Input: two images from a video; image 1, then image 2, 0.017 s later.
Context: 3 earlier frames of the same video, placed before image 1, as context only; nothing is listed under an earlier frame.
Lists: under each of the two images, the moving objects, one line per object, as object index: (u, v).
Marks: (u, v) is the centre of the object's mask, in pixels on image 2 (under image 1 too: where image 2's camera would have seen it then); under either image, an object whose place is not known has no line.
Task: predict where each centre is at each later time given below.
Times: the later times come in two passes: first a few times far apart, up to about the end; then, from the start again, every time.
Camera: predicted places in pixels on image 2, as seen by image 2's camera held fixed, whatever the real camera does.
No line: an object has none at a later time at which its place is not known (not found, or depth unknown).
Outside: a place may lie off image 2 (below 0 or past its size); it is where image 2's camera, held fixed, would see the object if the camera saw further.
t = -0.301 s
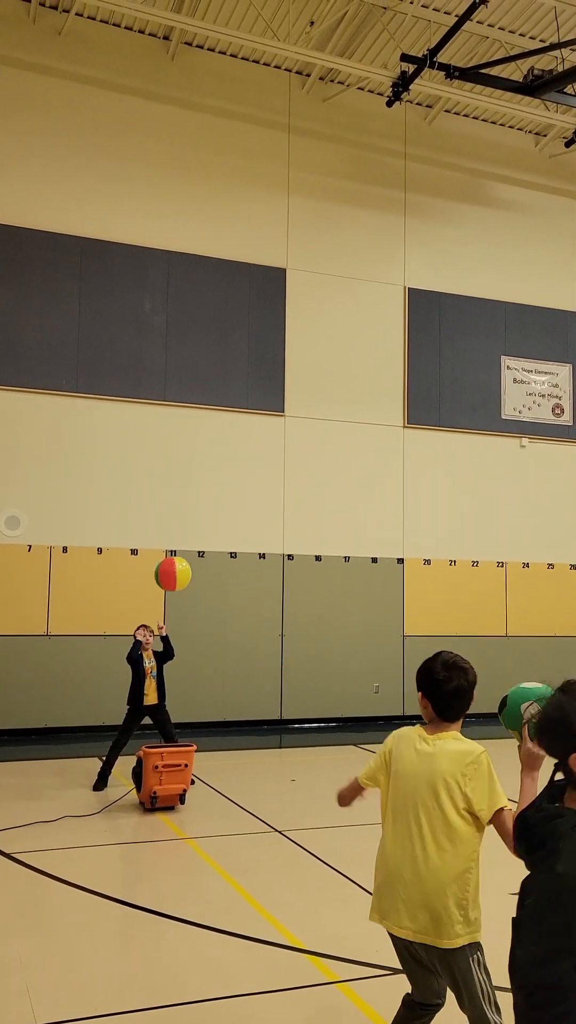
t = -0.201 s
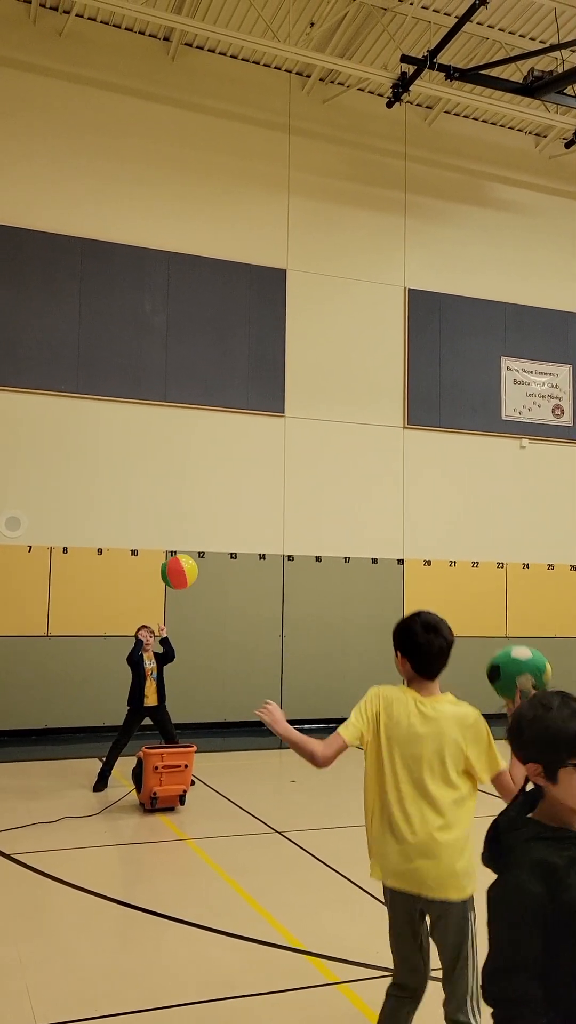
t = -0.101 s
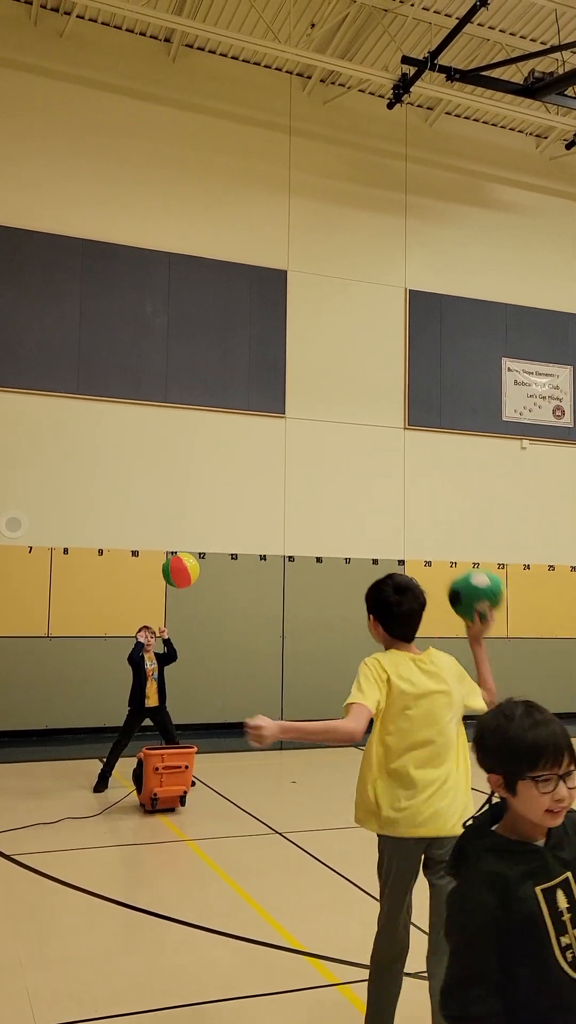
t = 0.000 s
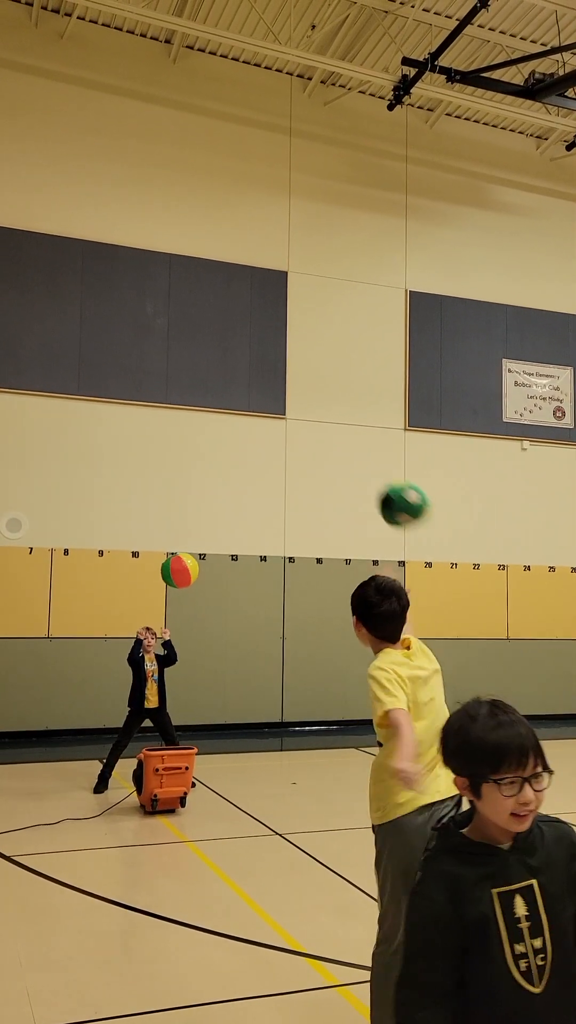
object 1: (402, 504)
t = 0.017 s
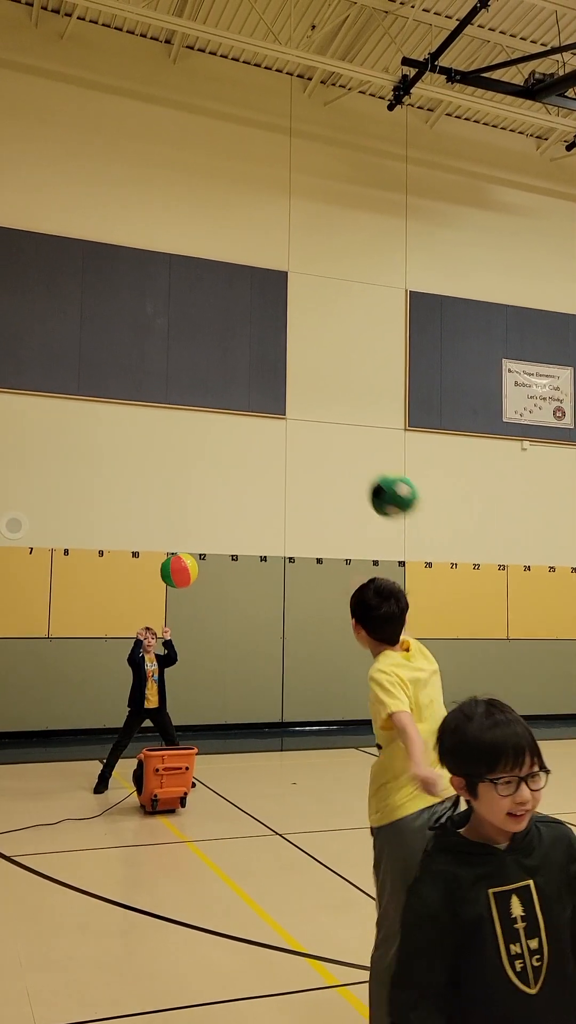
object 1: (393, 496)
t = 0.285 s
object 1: (286, 461)
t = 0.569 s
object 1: (223, 546)
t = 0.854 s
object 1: (176, 684)
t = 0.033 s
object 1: (384, 487)
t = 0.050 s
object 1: (375, 481)
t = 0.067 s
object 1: (366, 476)
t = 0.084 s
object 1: (358, 470)
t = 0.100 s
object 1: (350, 466)
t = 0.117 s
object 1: (343, 463)
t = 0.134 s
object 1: (336, 460)
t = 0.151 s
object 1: (330, 458)
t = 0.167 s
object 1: (324, 457)
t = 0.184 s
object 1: (317, 457)
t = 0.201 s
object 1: (312, 456)
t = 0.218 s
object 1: (306, 457)
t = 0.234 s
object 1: (301, 457)
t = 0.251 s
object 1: (296, 458)
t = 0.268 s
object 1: (291, 460)
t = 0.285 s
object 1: (286, 461)
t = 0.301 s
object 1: (282, 464)
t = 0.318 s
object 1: (278, 467)
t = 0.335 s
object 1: (273, 470)
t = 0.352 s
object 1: (269, 474)
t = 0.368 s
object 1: (265, 478)
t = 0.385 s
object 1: (261, 482)
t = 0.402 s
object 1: (257, 487)
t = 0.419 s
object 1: (253, 491)
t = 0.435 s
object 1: (249, 496)
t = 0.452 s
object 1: (246, 501)
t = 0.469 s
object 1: (242, 507)
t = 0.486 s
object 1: (239, 513)
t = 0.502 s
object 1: (236, 519)
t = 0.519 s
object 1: (232, 525)
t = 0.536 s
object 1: (229, 532)
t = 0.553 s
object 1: (226, 538)
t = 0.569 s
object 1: (223, 546)
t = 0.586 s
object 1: (220, 553)
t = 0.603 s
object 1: (216, 561)
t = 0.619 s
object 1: (214, 568)
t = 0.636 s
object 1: (211, 576)
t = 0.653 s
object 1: (208, 584)
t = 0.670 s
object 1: (205, 592)
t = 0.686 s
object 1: (202, 600)
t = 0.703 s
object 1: (199, 609)
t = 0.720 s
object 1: (196, 618)
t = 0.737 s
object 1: (194, 626)
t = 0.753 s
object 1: (191, 634)
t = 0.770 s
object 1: (188, 642)
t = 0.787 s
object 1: (185, 650)
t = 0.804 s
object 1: (182, 658)
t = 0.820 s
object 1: (180, 666)
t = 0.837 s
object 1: (178, 675)
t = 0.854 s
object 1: (176, 684)
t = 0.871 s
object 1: (173, 693)
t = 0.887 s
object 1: (171, 703)
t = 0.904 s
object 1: (169, 713)
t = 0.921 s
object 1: (166, 723)
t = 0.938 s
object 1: (165, 731)
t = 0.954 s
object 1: (163, 737)
